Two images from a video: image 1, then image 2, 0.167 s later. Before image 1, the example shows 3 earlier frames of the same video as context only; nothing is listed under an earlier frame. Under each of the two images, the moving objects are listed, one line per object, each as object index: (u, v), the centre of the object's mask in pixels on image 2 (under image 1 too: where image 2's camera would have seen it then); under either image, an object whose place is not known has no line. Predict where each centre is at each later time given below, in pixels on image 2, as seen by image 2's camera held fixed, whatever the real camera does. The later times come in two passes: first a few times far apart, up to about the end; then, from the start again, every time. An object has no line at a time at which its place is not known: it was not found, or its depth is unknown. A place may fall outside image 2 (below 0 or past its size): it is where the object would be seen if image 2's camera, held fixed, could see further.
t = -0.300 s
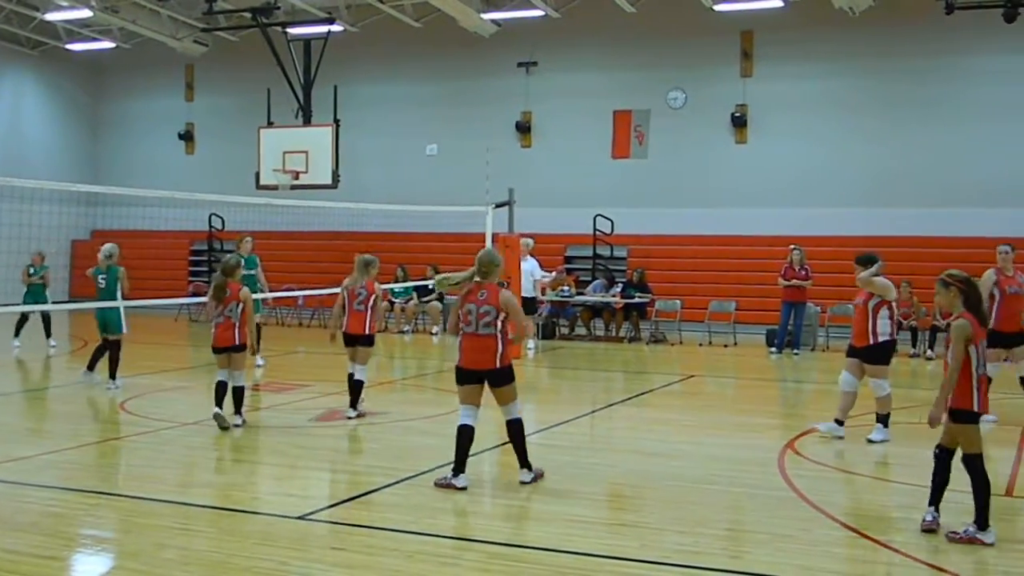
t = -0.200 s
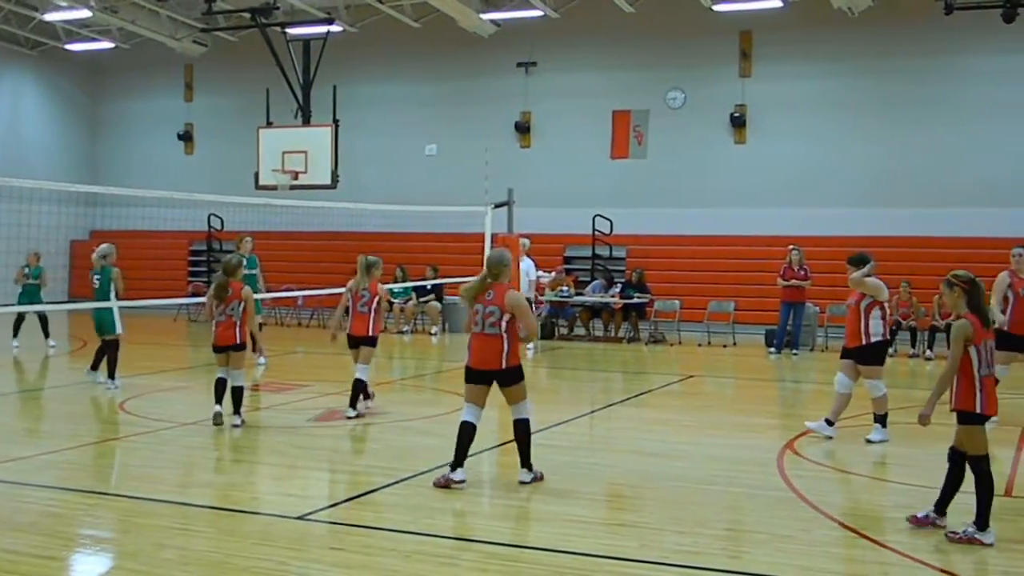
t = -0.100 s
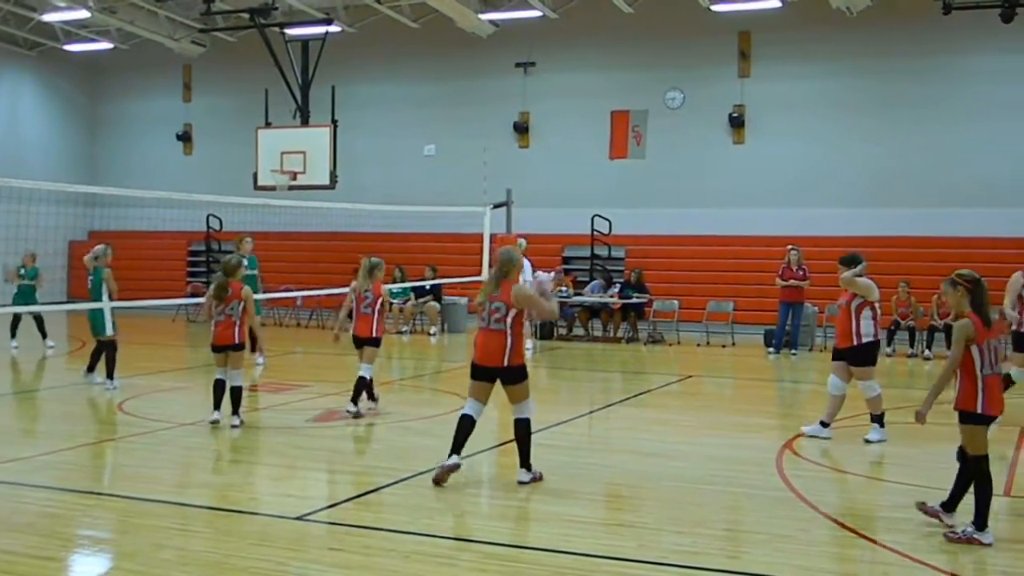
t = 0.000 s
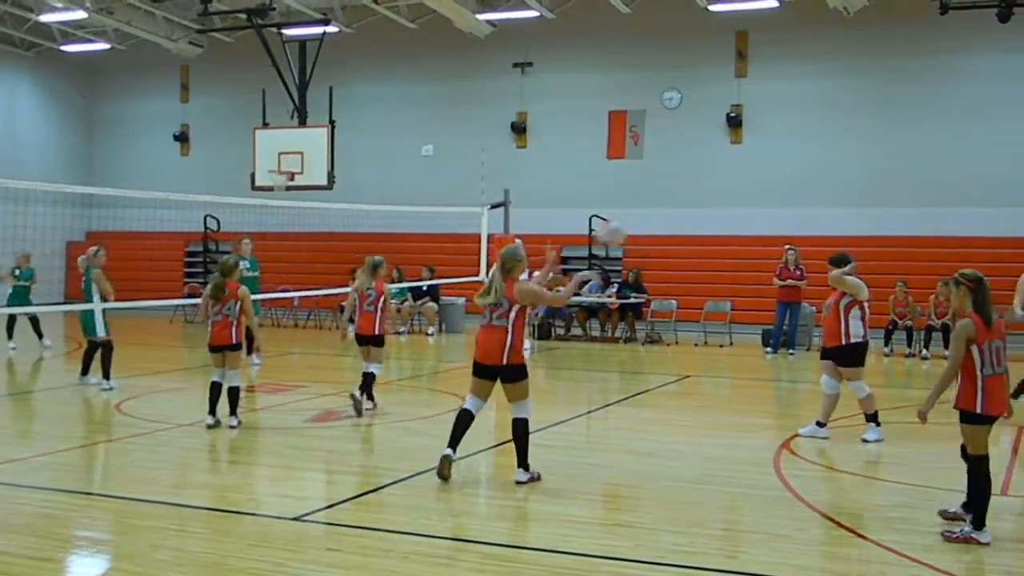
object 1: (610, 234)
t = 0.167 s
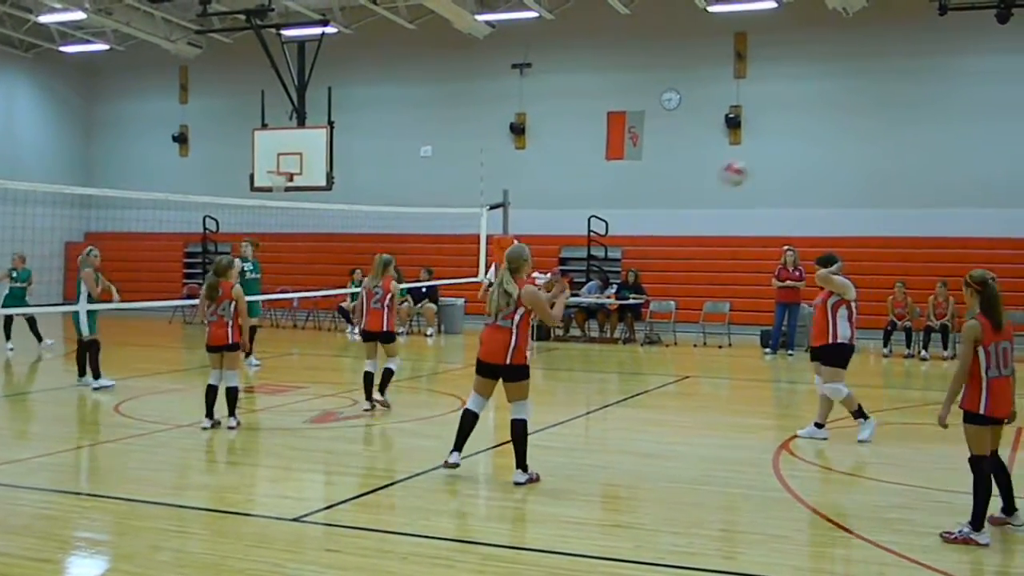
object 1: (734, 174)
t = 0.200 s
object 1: (756, 166)
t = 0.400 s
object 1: (888, 151)
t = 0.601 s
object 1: (1001, 183)
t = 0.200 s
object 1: (756, 166)
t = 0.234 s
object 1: (781, 160)
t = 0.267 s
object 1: (804, 155)
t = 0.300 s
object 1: (825, 152)
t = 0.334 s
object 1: (846, 150)
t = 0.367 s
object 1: (867, 150)
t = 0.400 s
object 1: (888, 151)
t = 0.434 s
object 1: (908, 153)
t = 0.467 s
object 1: (928, 156)
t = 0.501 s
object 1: (947, 160)
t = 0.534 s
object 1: (965, 166)
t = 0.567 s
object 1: (983, 174)
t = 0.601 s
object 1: (1001, 183)
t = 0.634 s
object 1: (1018, 191)
